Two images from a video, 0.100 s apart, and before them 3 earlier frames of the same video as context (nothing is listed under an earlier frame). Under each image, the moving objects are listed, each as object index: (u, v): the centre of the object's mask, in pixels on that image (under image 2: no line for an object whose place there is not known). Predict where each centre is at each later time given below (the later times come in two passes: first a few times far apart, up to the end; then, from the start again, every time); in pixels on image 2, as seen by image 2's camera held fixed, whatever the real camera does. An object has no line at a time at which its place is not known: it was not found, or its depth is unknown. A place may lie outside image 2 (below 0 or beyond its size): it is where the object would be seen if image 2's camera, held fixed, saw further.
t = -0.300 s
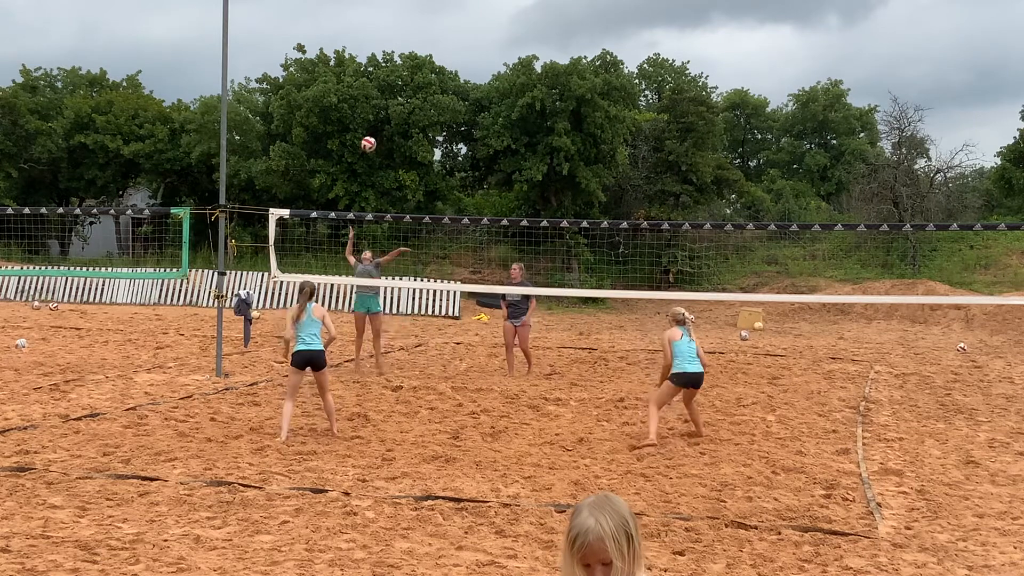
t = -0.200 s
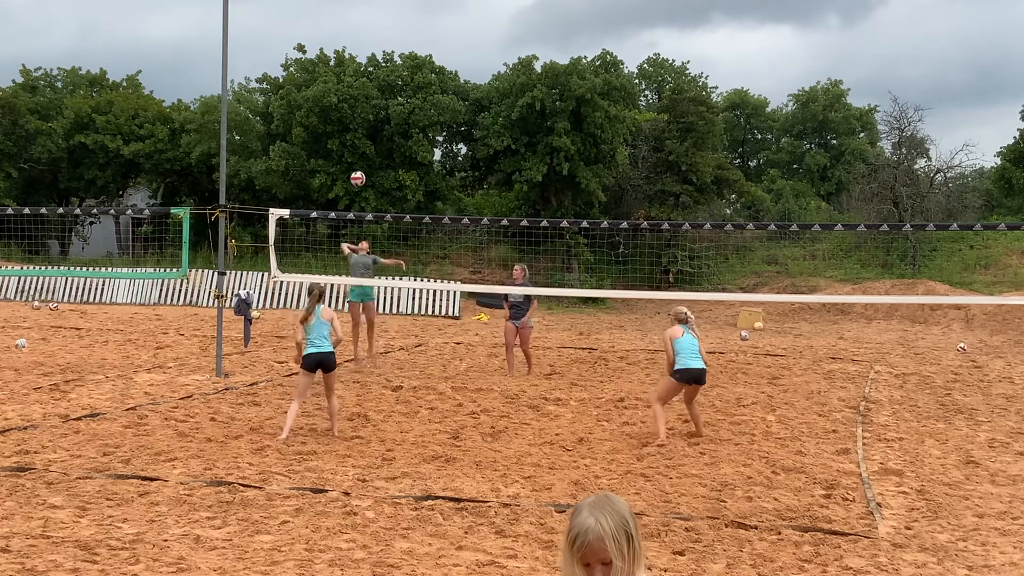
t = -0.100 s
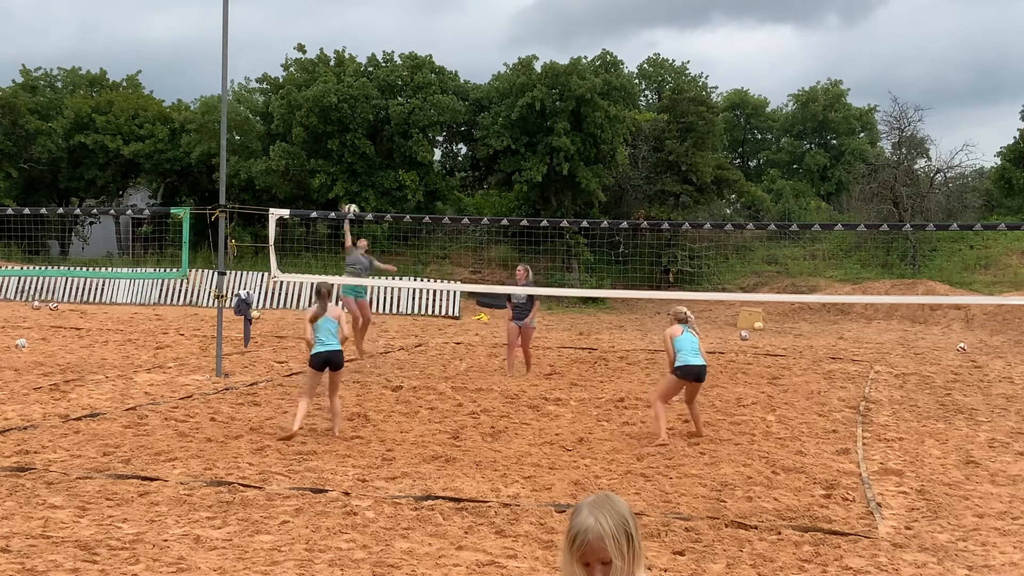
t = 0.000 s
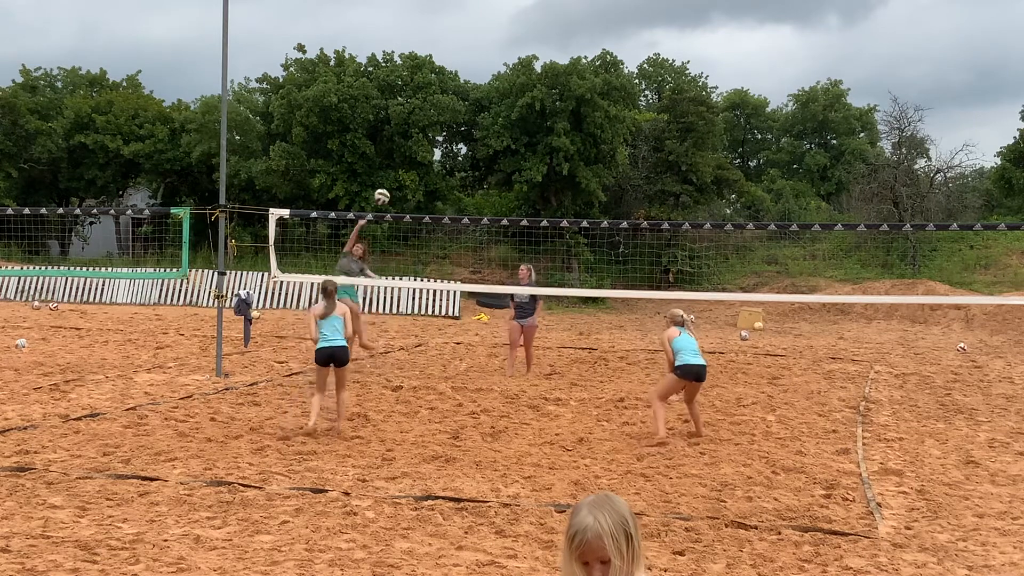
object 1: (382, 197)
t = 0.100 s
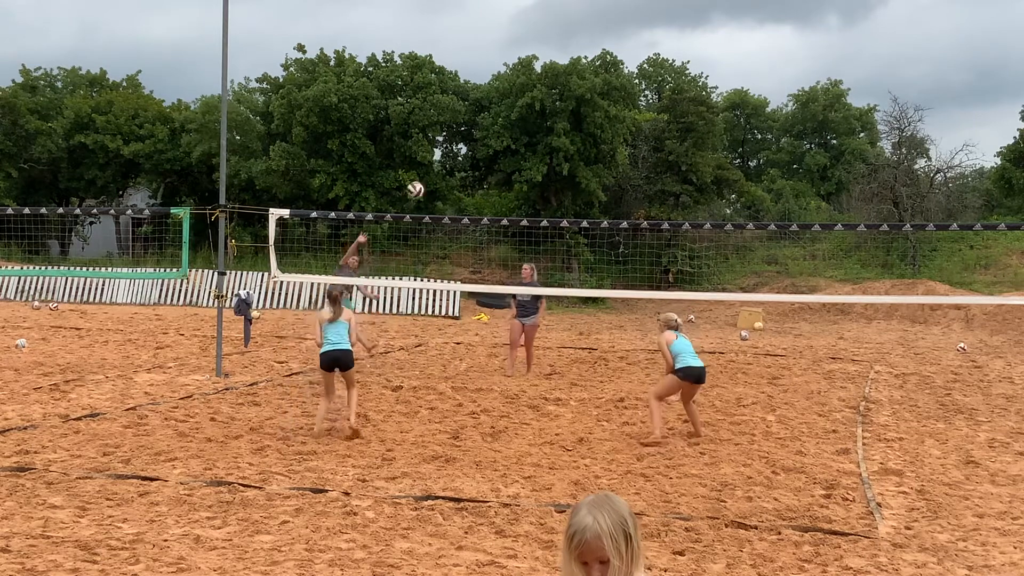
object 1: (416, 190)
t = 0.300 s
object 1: (495, 204)
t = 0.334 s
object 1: (509, 211)
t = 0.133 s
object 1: (428, 190)
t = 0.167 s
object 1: (440, 190)
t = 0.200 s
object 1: (453, 192)
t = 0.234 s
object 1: (466, 194)
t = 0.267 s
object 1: (481, 199)
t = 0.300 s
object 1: (495, 204)
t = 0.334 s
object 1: (509, 211)
